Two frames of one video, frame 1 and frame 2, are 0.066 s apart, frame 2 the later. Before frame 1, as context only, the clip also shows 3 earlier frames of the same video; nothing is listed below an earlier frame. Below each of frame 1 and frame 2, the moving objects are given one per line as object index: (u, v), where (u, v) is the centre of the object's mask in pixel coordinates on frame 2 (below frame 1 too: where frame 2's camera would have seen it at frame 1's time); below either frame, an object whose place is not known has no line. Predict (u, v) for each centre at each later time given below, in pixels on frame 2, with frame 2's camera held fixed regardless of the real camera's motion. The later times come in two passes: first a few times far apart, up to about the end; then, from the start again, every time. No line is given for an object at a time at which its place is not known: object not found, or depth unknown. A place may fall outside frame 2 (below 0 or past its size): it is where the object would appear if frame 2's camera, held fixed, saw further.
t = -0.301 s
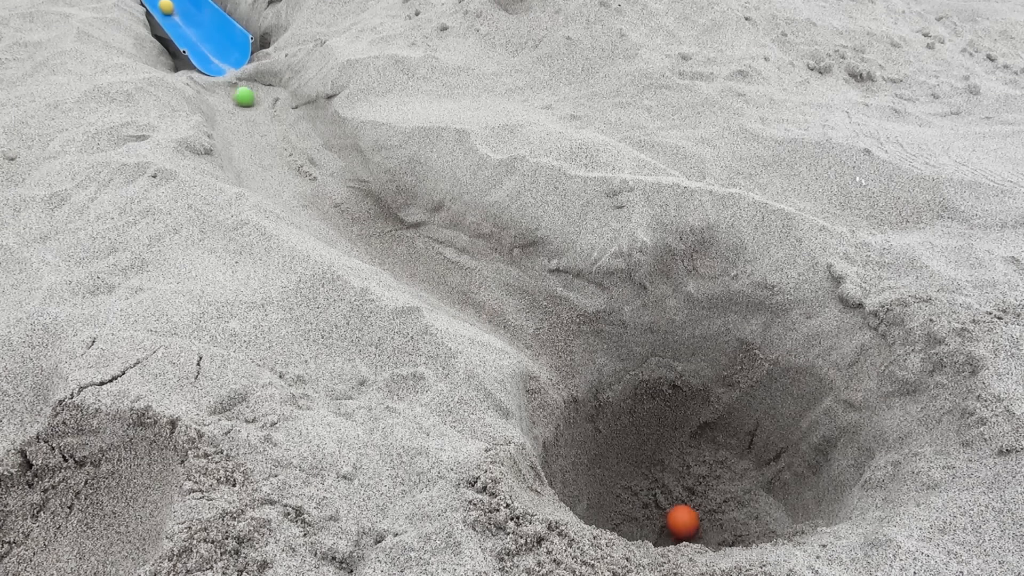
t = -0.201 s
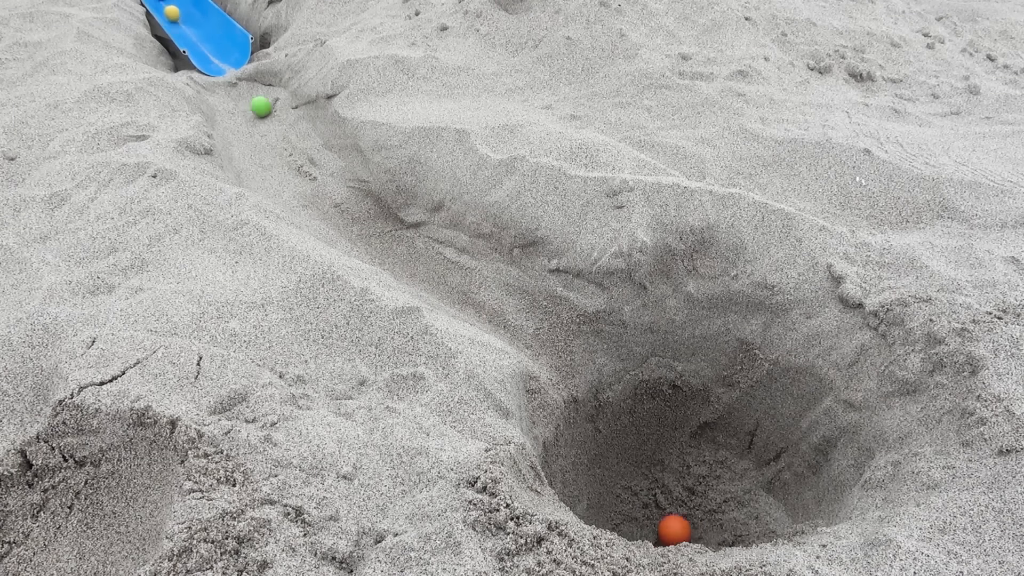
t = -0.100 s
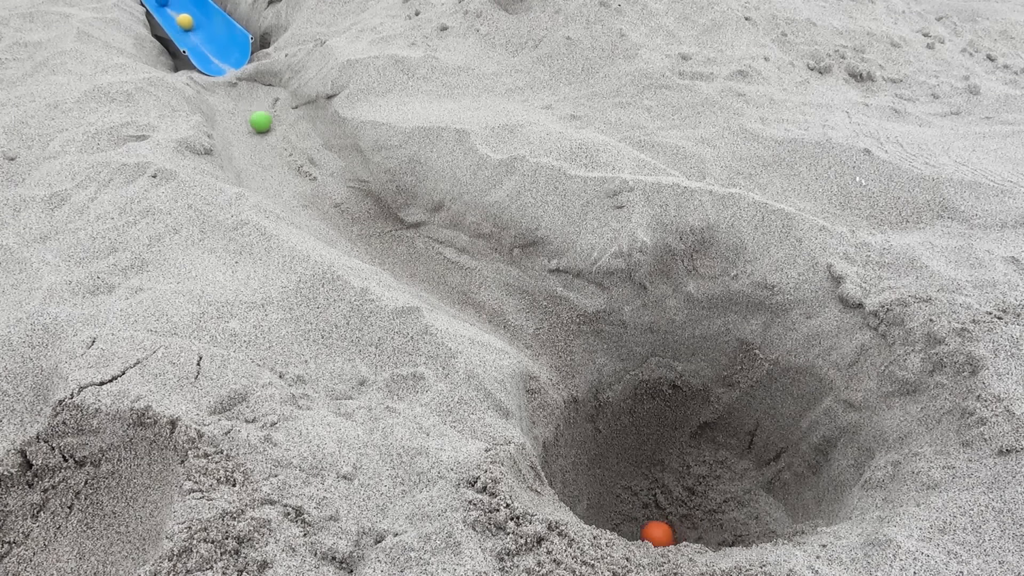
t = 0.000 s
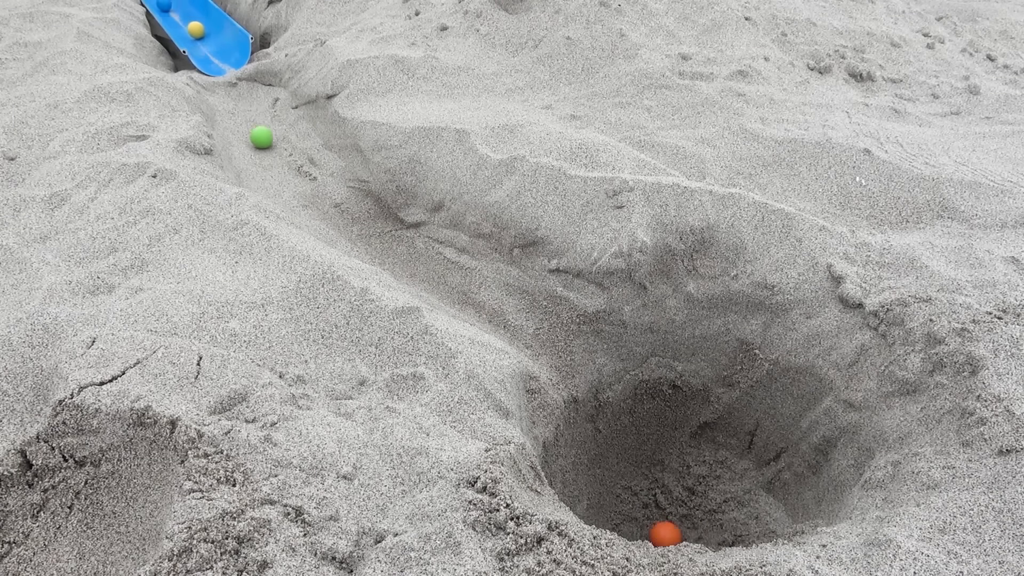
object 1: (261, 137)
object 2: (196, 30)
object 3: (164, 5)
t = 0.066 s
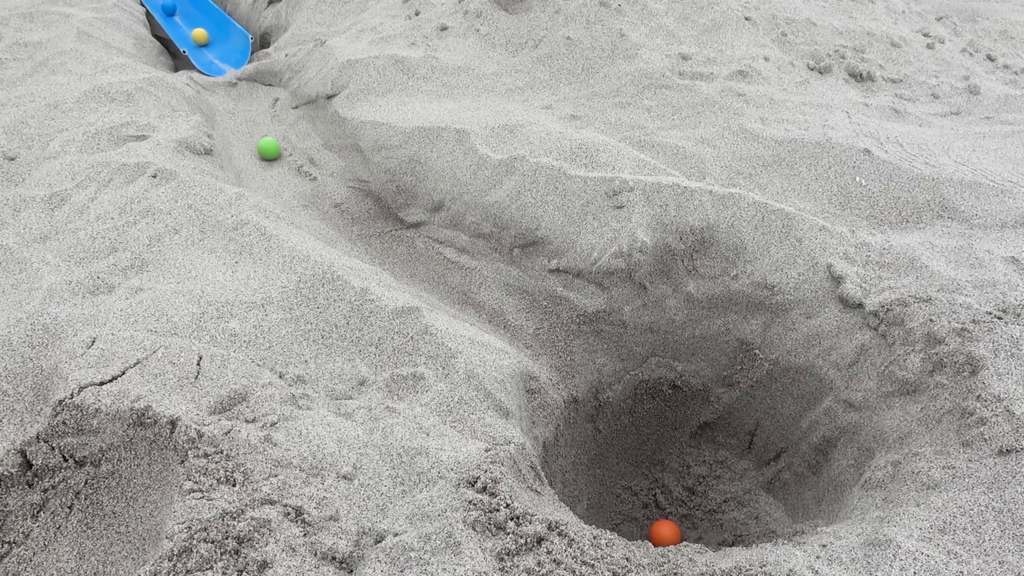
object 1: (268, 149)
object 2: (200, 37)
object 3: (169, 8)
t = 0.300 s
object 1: (305, 182)
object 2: (220, 63)
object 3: (187, 22)
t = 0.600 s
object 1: (396, 245)
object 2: (265, 124)
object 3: (205, 47)
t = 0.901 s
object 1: (503, 319)
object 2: (305, 186)
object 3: (242, 95)
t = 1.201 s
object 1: (653, 537)
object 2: (433, 274)
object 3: (258, 138)
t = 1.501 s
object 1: (676, 537)
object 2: (642, 469)
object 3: (305, 187)
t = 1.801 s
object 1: (675, 537)
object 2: (673, 504)
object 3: (413, 253)
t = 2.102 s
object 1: (675, 537)
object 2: (673, 504)
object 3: (543, 344)
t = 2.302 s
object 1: (682, 535)
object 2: (675, 504)
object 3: (649, 511)
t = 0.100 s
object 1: (273, 154)
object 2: (201, 40)
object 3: (172, 10)
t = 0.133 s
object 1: (278, 159)
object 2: (203, 44)
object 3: (174, 12)
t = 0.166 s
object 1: (284, 164)
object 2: (205, 48)
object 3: (178, 14)
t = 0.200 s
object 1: (290, 168)
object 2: (207, 52)
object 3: (180, 16)
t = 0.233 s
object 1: (295, 172)
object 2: (210, 55)
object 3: (182, 17)
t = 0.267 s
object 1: (301, 176)
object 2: (215, 59)
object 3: (185, 20)
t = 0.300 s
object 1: (305, 182)
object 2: (220, 63)
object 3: (187, 22)
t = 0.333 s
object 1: (310, 189)
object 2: (225, 67)
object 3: (188, 25)
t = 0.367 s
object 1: (313, 196)
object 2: (232, 76)
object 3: (189, 27)
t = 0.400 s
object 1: (318, 203)
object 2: (240, 92)
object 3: (191, 30)
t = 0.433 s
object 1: (325, 209)
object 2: (247, 98)
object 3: (193, 33)
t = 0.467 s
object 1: (335, 217)
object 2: (254, 102)
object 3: (195, 36)
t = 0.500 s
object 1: (346, 226)
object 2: (259, 107)
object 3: (197, 39)
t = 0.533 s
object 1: (363, 235)
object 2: (263, 112)
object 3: (200, 41)
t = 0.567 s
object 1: (380, 241)
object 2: (265, 118)
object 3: (202, 45)
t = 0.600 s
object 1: (396, 245)
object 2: (265, 124)
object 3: (205, 47)
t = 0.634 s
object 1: (410, 251)
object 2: (266, 131)
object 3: (208, 51)
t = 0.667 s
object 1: (422, 257)
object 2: (265, 140)
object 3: (212, 53)
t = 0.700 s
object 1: (431, 266)
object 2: (265, 147)
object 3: (214, 56)
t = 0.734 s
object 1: (439, 276)
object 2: (266, 154)
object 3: (217, 59)
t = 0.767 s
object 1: (447, 287)
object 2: (270, 161)
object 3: (221, 63)
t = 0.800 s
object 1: (456, 296)
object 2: (276, 167)
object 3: (225, 67)
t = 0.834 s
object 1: (468, 302)
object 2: (285, 173)
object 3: (228, 73)
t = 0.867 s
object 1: (484, 311)
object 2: (295, 179)
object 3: (235, 86)
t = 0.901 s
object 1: (503, 319)
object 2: (305, 186)
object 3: (242, 95)
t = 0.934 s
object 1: (523, 328)
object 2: (316, 193)
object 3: (250, 98)
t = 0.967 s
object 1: (542, 338)
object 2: (326, 202)
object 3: (256, 100)
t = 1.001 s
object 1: (558, 353)
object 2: (337, 214)
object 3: (261, 105)
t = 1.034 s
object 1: (575, 375)
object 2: (349, 226)
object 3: (263, 110)
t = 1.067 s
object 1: (593, 407)
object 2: (364, 238)
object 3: (263, 115)
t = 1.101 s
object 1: (611, 451)
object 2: (382, 248)
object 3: (261, 121)
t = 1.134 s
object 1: (629, 503)
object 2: (400, 257)
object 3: (259, 127)
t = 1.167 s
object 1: (644, 534)
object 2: (417, 265)
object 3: (258, 132)
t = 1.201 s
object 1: (653, 537)
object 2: (433, 274)
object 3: (258, 138)
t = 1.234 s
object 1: (660, 538)
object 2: (449, 286)
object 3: (260, 143)
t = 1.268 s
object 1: (665, 538)
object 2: (465, 298)
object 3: (264, 149)
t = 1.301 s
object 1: (670, 538)
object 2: (483, 311)
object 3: (270, 155)
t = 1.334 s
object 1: (673, 537)
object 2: (504, 324)
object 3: (278, 160)
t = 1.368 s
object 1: (676, 537)
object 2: (528, 340)
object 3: (286, 165)
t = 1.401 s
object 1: (677, 537)
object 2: (554, 360)
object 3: (293, 169)
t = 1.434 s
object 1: (676, 537)
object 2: (583, 385)
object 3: (297, 174)
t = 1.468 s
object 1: (676, 537)
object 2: (613, 422)
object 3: (301, 180)
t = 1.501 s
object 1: (676, 537)
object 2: (642, 469)
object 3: (305, 187)
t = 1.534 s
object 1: (676, 537)
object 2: (666, 511)
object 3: (309, 194)
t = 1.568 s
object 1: (677, 536)
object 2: (675, 501)
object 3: (315, 201)
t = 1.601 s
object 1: (676, 537)
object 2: (679, 497)
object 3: (323, 208)
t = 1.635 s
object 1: (675, 537)
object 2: (678, 499)
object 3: (334, 216)
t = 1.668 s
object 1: (675, 537)
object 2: (677, 501)
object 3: (347, 226)
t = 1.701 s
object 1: (675, 537)
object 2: (675, 503)
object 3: (365, 236)
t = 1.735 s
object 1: (675, 537)
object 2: (674, 504)
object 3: (383, 242)
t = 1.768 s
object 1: (675, 537)
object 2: (673, 504)
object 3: (399, 247)
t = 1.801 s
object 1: (675, 537)
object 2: (673, 504)
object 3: (413, 253)
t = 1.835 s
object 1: (675, 537)
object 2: (673, 504)
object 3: (426, 260)
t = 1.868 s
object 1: (675, 537)
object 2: (673, 504)
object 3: (437, 269)
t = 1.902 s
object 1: (675, 537)
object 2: (673, 504)
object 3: (447, 281)
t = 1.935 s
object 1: (675, 537)
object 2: (673, 504)
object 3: (456, 294)
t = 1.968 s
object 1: (675, 537)
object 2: (673, 504)
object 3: (467, 301)
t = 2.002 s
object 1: (675, 537)
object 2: (673, 504)
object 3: (481, 310)
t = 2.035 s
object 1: (675, 537)
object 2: (673, 504)
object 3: (498, 320)
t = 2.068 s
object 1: (675, 537)
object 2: (673, 504)
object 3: (519, 333)
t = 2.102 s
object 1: (675, 537)
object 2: (673, 504)
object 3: (543, 344)
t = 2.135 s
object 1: (675, 537)
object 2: (673, 504)
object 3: (565, 357)
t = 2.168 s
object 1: (675, 537)
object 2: (673, 504)
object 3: (586, 378)
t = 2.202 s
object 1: (675, 537)
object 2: (673, 504)
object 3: (609, 410)
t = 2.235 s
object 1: (675, 537)
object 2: (673, 504)
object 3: (631, 452)
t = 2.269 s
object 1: (675, 537)
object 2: (677, 504)
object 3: (654, 503)
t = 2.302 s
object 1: (682, 535)
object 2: (675, 504)
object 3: (649, 511)
